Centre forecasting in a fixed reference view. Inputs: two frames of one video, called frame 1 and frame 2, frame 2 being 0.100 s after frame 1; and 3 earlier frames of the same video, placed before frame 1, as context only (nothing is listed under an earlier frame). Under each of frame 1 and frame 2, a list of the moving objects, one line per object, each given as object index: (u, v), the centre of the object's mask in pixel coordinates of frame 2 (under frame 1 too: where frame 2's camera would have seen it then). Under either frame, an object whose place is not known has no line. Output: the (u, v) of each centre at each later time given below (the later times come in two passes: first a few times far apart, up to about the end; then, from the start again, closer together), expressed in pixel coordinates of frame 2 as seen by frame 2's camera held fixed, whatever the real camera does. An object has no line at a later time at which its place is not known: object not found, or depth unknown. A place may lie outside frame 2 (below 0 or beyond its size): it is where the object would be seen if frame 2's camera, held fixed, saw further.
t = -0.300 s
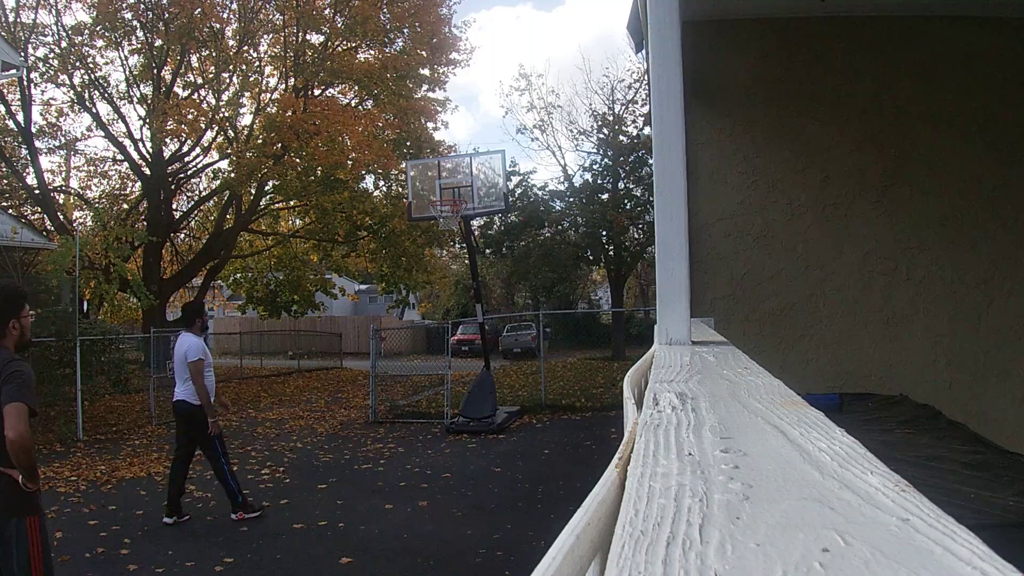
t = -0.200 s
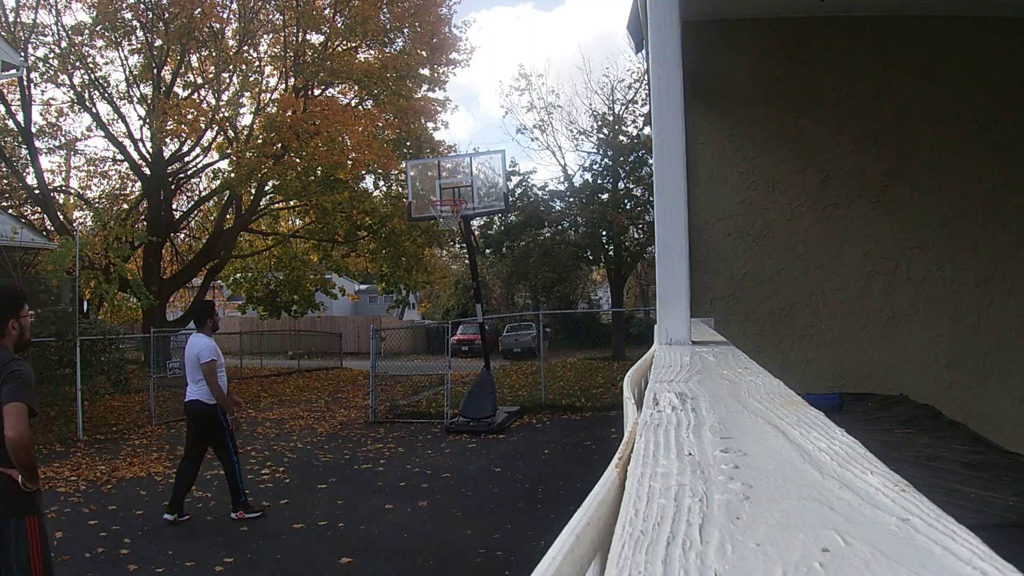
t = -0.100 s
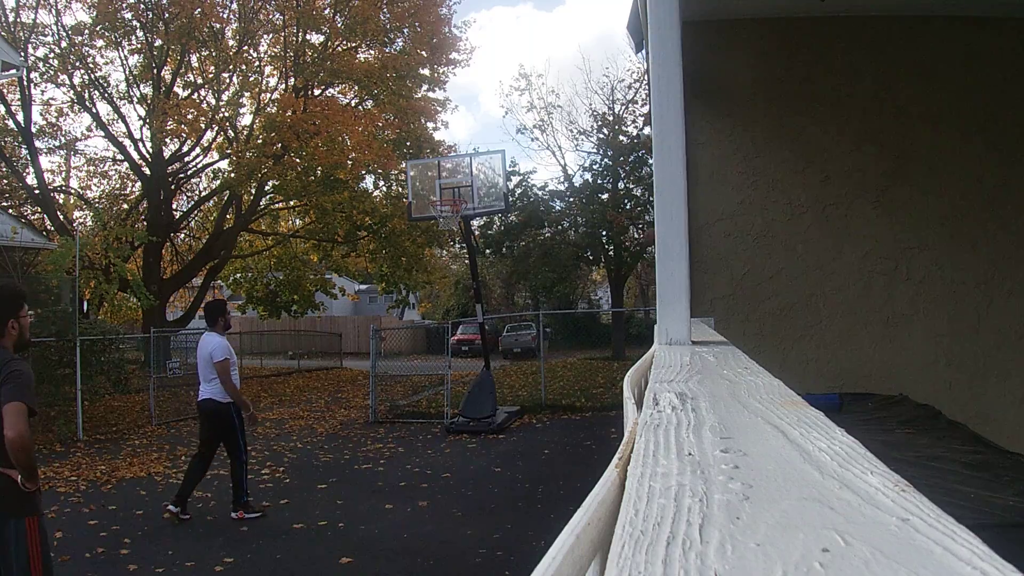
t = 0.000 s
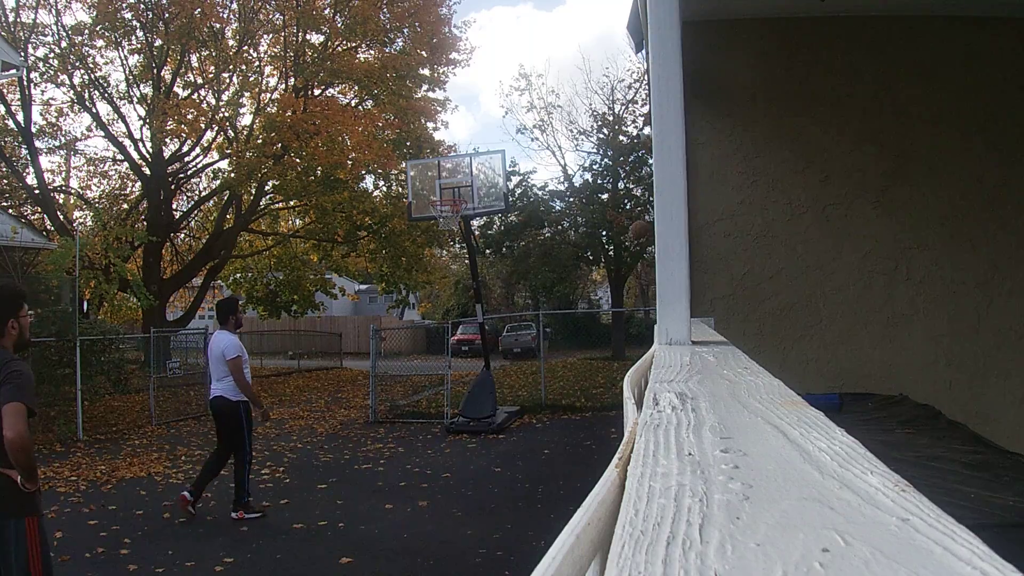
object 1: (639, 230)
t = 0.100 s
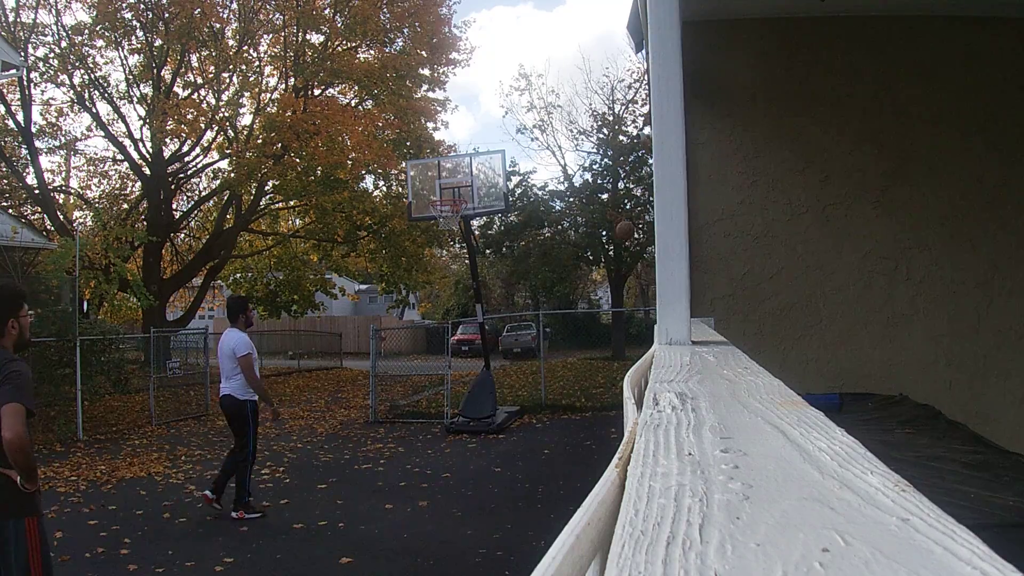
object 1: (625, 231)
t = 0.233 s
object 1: (603, 246)
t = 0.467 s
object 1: (552, 329)
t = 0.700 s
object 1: (477, 519)
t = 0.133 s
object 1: (620, 232)
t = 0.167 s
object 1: (615, 236)
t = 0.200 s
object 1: (609, 240)
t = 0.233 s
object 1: (603, 246)
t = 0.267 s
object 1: (597, 254)
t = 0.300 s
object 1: (590, 261)
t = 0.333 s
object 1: (584, 271)
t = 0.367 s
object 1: (577, 282)
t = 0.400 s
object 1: (568, 296)
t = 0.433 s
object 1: (560, 312)
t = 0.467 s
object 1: (552, 329)
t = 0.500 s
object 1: (543, 351)
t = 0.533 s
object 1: (533, 373)
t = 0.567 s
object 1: (523, 400)
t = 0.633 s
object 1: (500, 462)
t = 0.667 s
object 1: (487, 498)
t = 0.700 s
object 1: (477, 519)
